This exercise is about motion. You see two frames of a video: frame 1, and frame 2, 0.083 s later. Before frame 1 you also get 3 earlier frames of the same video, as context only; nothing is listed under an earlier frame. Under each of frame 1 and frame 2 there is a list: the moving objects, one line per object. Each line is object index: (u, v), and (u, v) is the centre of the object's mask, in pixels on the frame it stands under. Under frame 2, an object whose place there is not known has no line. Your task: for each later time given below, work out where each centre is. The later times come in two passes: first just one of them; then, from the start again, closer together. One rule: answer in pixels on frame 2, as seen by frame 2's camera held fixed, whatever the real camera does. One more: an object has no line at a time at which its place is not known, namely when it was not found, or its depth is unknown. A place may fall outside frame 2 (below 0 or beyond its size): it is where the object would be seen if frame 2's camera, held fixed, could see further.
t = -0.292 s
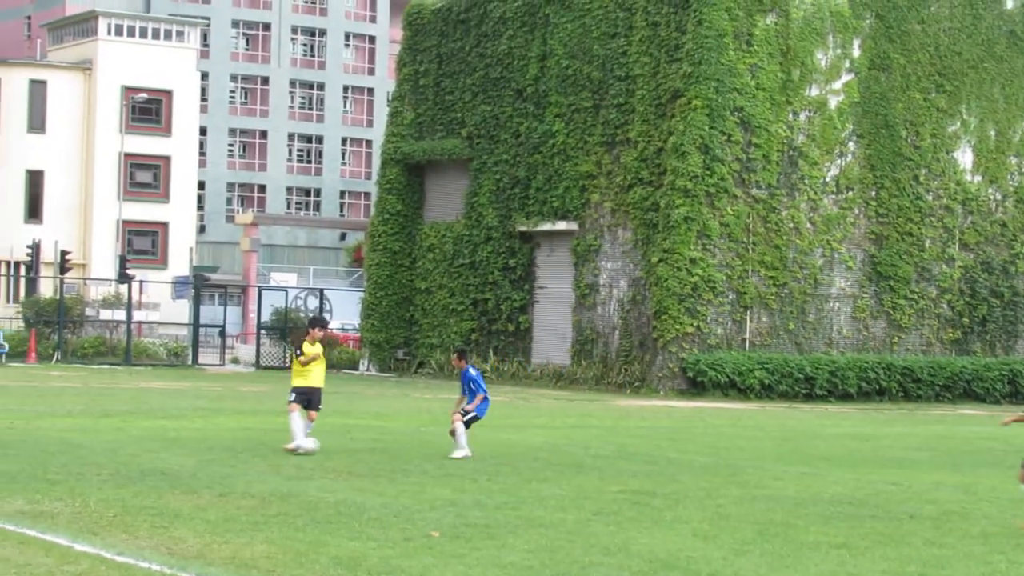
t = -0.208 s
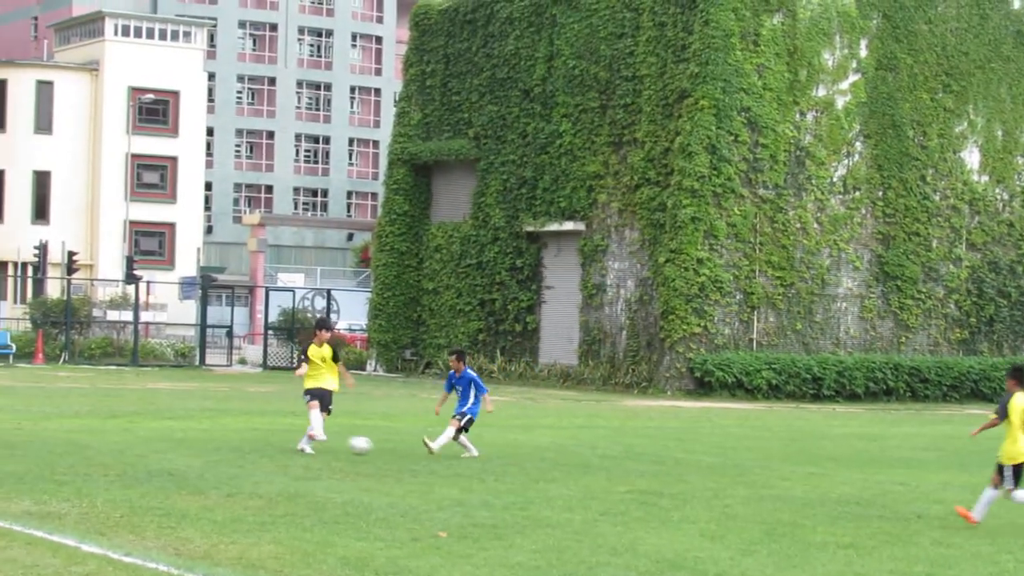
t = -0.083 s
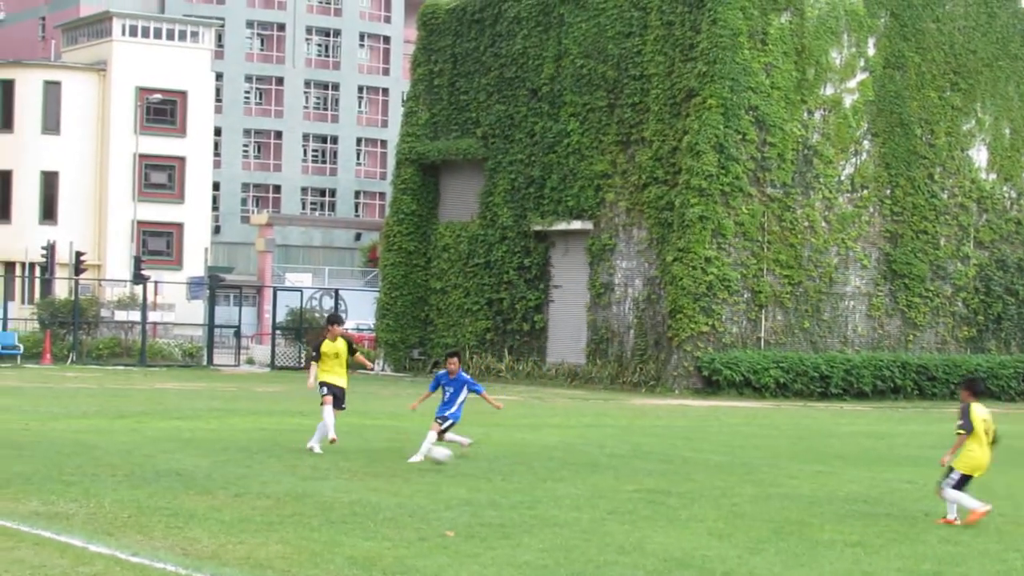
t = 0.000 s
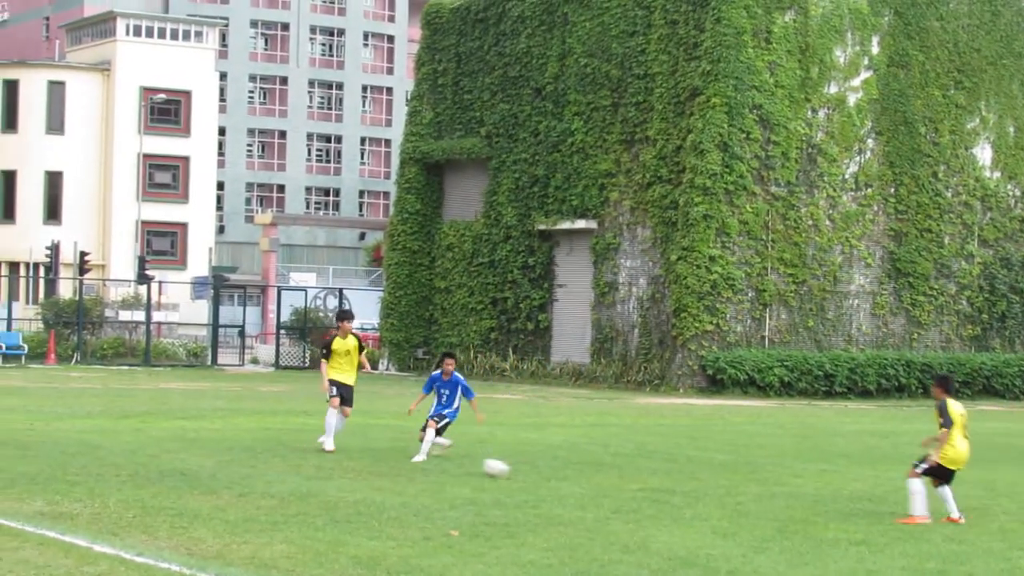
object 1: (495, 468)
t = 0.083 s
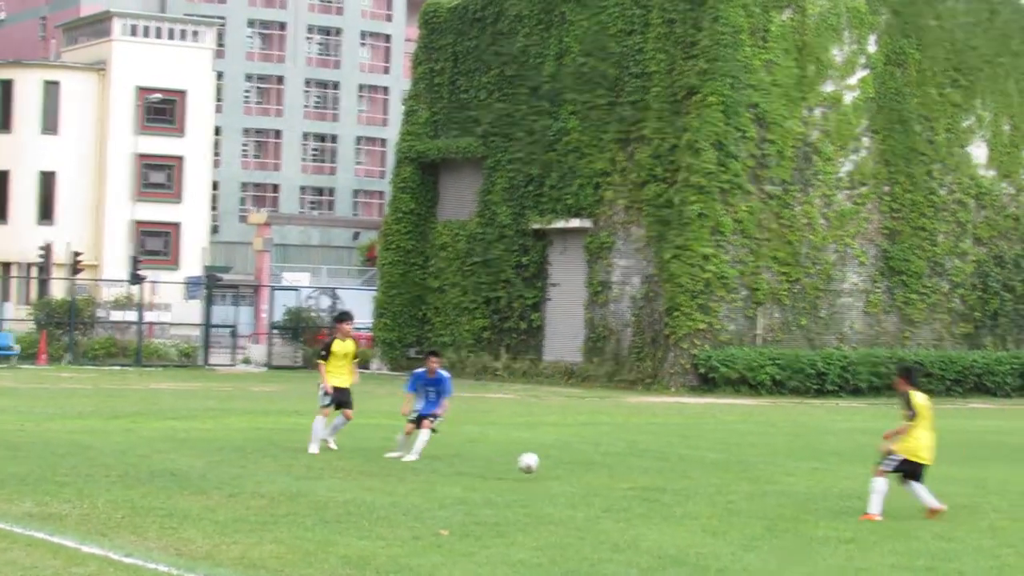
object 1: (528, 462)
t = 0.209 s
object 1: (594, 462)
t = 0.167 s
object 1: (569, 457)
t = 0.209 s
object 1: (594, 462)
